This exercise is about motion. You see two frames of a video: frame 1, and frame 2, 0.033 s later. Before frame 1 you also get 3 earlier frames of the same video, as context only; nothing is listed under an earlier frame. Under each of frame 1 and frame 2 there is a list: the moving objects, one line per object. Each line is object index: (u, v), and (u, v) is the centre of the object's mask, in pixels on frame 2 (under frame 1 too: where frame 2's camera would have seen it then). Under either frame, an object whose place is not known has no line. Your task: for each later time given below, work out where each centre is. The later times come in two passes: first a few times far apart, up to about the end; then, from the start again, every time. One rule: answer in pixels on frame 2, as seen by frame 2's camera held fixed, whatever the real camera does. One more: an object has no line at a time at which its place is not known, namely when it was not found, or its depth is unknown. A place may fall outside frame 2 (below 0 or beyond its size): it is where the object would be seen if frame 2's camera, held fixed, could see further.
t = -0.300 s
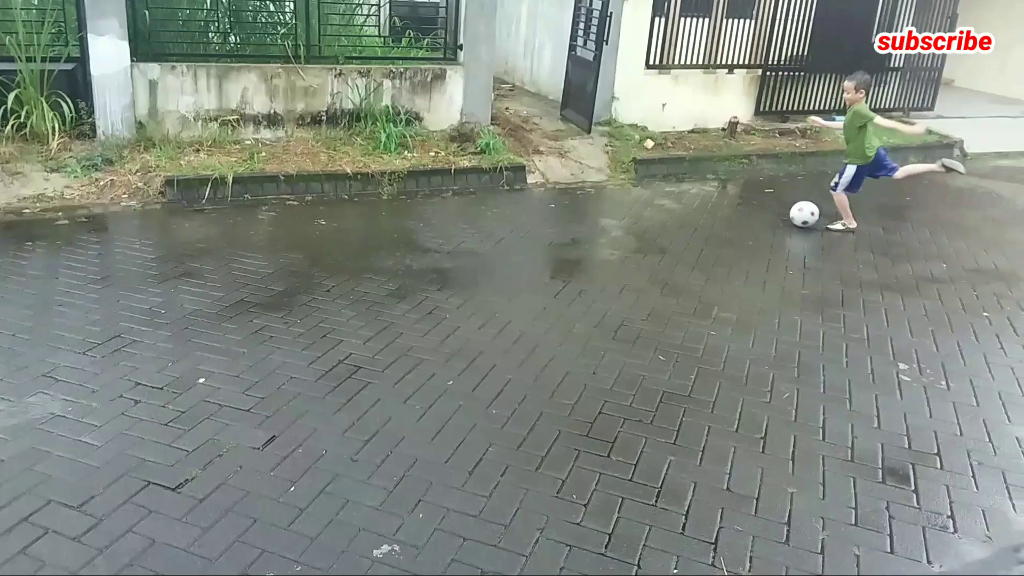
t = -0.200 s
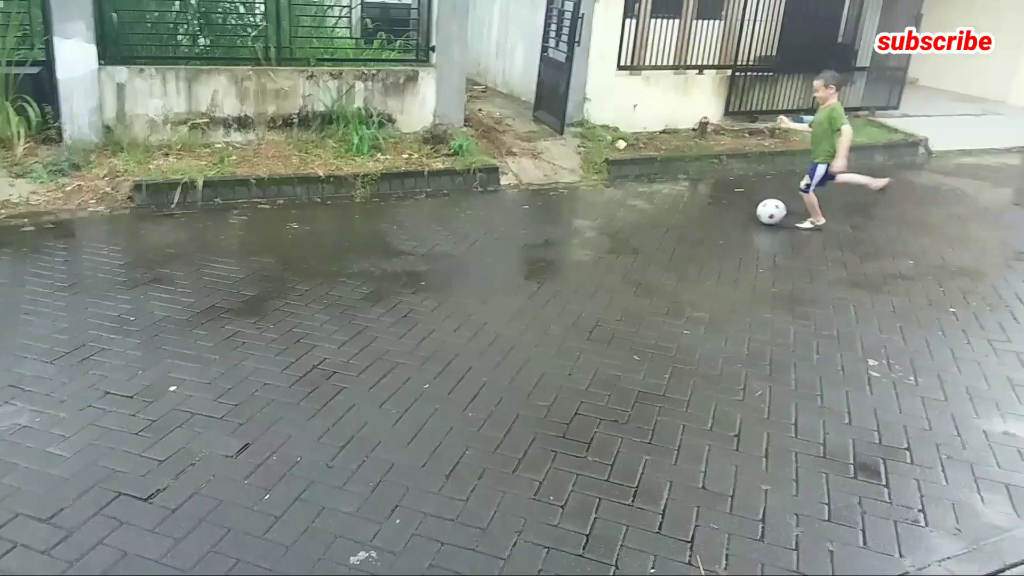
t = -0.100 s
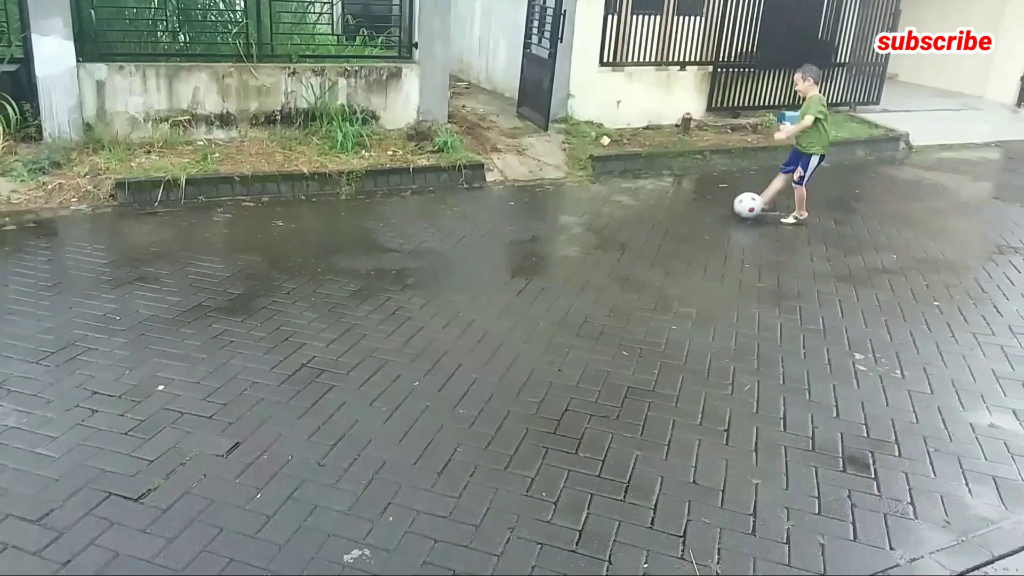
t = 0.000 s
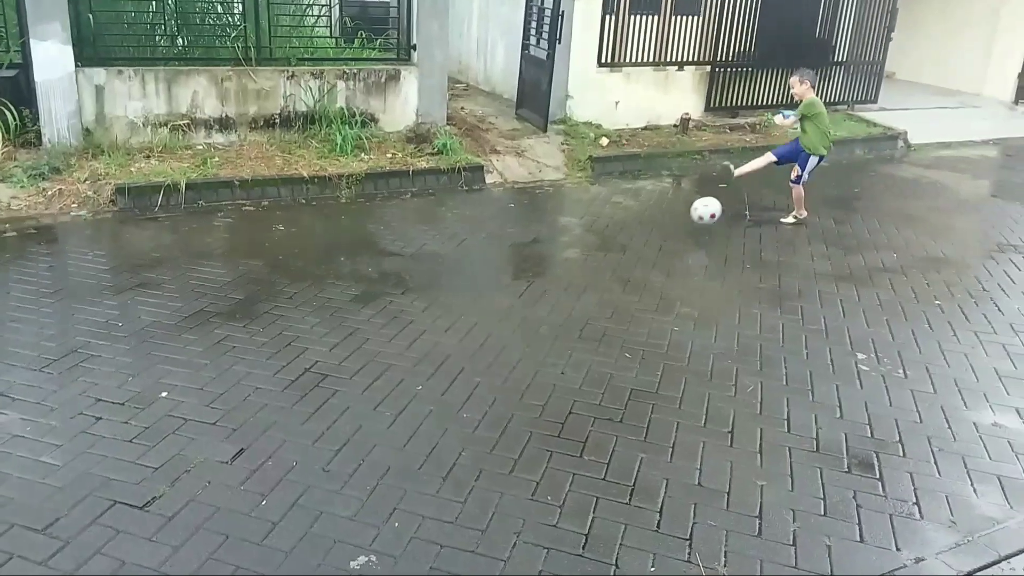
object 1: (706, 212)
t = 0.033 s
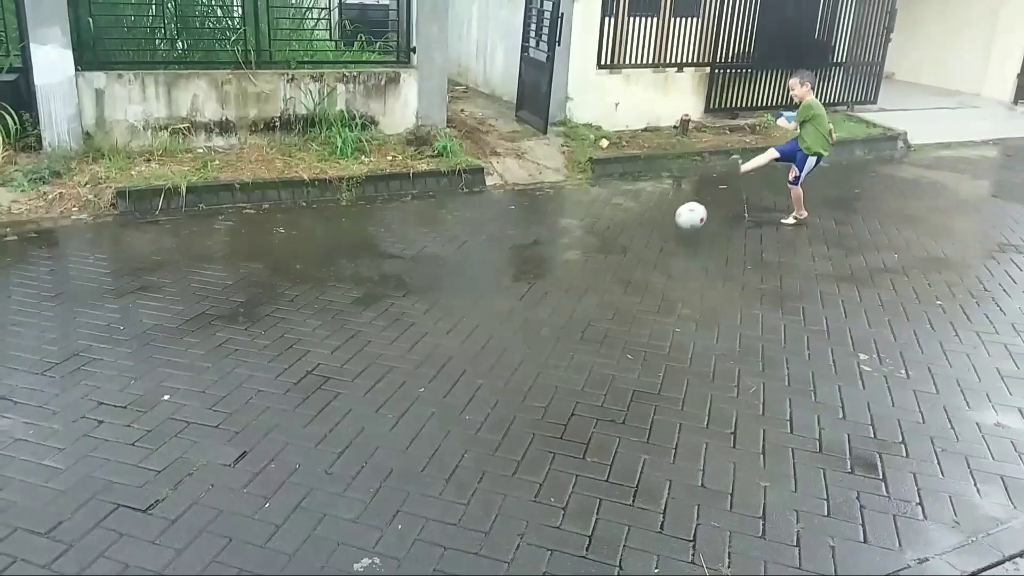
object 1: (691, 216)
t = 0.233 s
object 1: (610, 246)
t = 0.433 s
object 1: (535, 288)
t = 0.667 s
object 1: (446, 331)
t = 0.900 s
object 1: (338, 387)
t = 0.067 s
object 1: (675, 223)
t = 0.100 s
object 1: (660, 232)
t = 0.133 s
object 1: (645, 242)
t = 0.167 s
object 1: (634, 242)
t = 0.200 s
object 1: (621, 243)
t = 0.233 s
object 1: (610, 246)
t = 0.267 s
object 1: (598, 251)
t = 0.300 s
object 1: (586, 257)
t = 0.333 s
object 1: (572, 267)
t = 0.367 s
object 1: (560, 278)
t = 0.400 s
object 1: (547, 282)
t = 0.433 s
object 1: (535, 288)
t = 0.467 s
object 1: (523, 293)
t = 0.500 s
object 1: (510, 298)
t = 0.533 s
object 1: (497, 304)
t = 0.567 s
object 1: (483, 310)
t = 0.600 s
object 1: (471, 316)
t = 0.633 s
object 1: (459, 324)
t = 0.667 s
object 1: (446, 331)
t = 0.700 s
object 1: (432, 337)
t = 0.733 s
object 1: (418, 346)
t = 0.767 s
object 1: (403, 353)
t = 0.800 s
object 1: (388, 360)
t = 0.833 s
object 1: (372, 368)
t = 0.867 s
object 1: (355, 376)
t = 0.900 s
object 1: (338, 387)
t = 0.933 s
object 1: (320, 395)
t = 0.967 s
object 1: (303, 404)
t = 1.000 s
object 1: (284, 415)
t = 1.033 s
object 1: (264, 427)
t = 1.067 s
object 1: (243, 438)
